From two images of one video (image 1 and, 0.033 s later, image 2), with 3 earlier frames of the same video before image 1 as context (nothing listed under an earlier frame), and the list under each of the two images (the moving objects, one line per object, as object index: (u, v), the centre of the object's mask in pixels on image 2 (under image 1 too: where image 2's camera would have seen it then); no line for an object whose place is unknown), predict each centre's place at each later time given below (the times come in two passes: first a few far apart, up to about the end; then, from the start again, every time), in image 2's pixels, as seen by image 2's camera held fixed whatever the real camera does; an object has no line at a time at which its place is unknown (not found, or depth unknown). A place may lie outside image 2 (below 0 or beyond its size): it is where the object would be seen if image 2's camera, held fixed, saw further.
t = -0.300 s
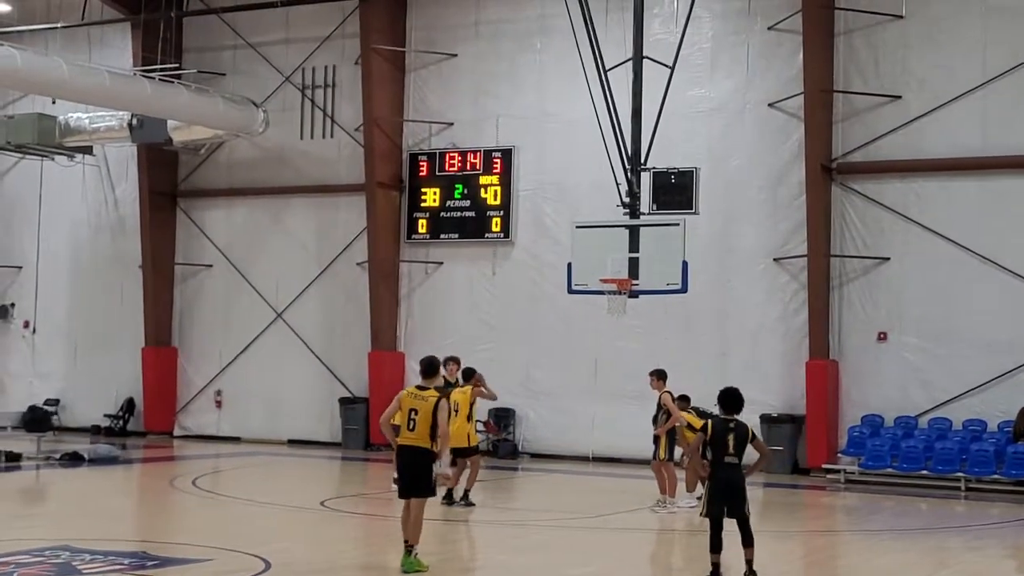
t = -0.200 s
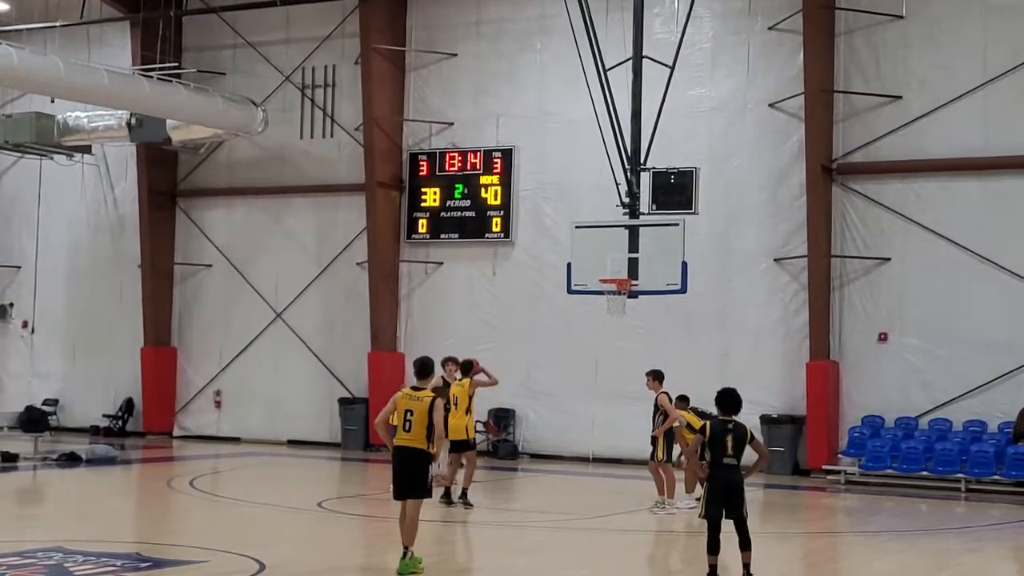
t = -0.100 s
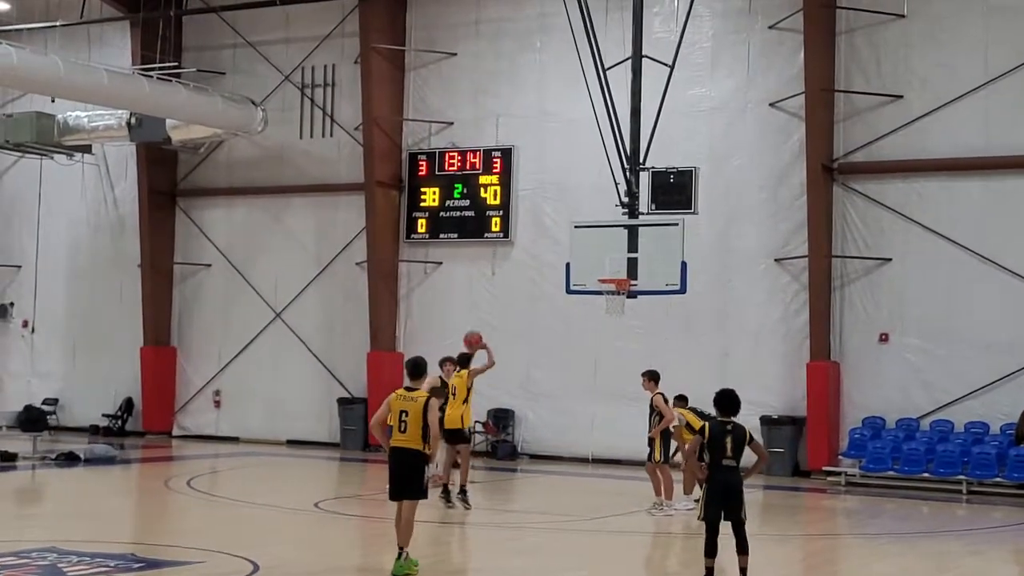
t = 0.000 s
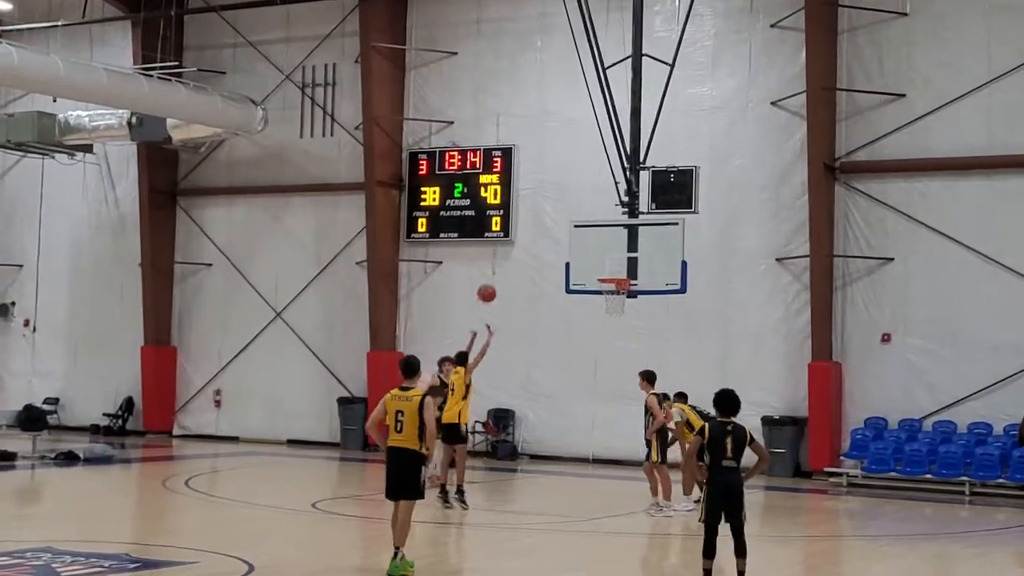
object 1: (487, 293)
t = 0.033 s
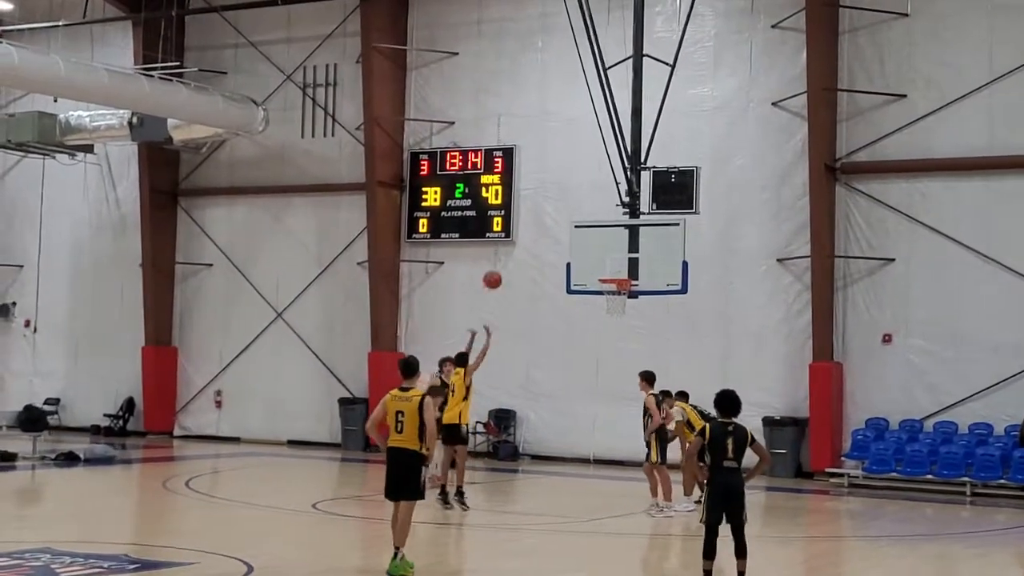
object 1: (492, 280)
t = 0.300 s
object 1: (528, 204)
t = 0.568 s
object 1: (566, 189)
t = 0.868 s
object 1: (599, 239)
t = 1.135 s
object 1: (618, 236)
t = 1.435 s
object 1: (632, 202)
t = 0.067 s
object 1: (497, 267)
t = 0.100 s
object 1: (501, 255)
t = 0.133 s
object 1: (506, 245)
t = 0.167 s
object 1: (511, 234)
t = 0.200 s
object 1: (515, 225)
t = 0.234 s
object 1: (519, 217)
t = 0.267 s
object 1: (524, 210)
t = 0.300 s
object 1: (528, 204)
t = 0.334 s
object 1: (532, 199)
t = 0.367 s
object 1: (536, 194)
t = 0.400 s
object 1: (544, 188)
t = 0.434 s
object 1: (550, 185)
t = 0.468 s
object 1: (554, 185)
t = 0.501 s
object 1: (558, 185)
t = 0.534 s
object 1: (563, 187)
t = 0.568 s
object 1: (566, 189)
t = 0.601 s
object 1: (569, 191)
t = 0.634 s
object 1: (574, 195)
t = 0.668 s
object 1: (577, 199)
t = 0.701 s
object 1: (581, 204)
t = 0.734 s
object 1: (583, 209)
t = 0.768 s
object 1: (590, 216)
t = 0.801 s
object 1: (593, 223)
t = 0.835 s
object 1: (596, 231)
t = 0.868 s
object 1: (599, 239)
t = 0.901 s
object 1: (602, 248)
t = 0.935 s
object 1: (604, 257)
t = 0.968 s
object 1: (608, 267)
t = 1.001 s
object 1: (611, 271)
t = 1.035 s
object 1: (612, 261)
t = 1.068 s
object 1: (614, 252)
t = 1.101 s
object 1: (616, 244)
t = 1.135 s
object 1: (618, 236)
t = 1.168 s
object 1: (619, 230)
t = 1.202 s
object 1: (621, 223)
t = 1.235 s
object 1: (623, 219)
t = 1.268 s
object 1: (625, 213)
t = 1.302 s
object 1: (626, 209)
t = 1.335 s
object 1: (628, 207)
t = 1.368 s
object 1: (631, 205)
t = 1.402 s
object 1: (630, 203)
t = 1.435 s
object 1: (632, 202)
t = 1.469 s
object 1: (633, 201)
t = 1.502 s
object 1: (635, 201)
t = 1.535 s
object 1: (636, 202)
